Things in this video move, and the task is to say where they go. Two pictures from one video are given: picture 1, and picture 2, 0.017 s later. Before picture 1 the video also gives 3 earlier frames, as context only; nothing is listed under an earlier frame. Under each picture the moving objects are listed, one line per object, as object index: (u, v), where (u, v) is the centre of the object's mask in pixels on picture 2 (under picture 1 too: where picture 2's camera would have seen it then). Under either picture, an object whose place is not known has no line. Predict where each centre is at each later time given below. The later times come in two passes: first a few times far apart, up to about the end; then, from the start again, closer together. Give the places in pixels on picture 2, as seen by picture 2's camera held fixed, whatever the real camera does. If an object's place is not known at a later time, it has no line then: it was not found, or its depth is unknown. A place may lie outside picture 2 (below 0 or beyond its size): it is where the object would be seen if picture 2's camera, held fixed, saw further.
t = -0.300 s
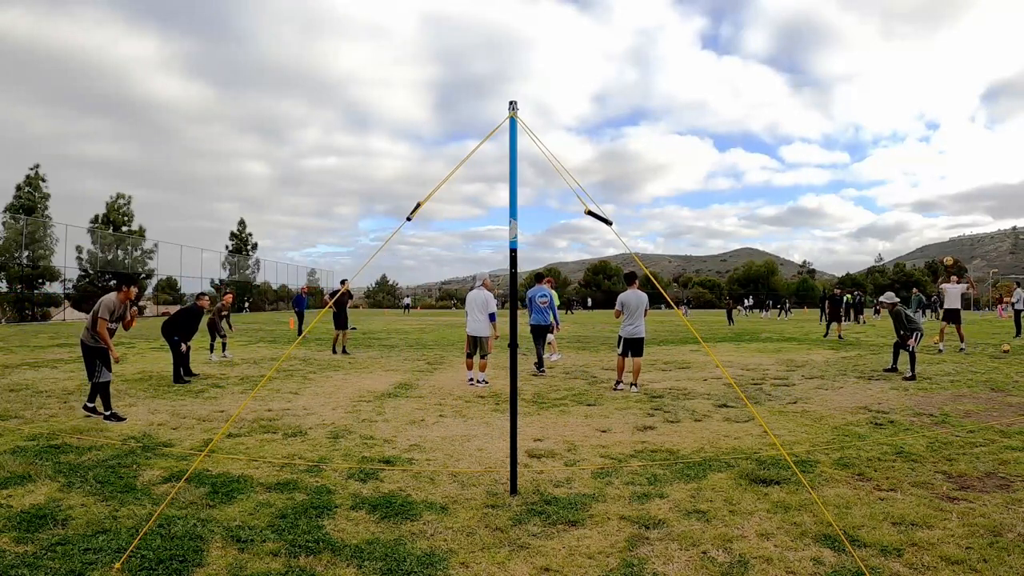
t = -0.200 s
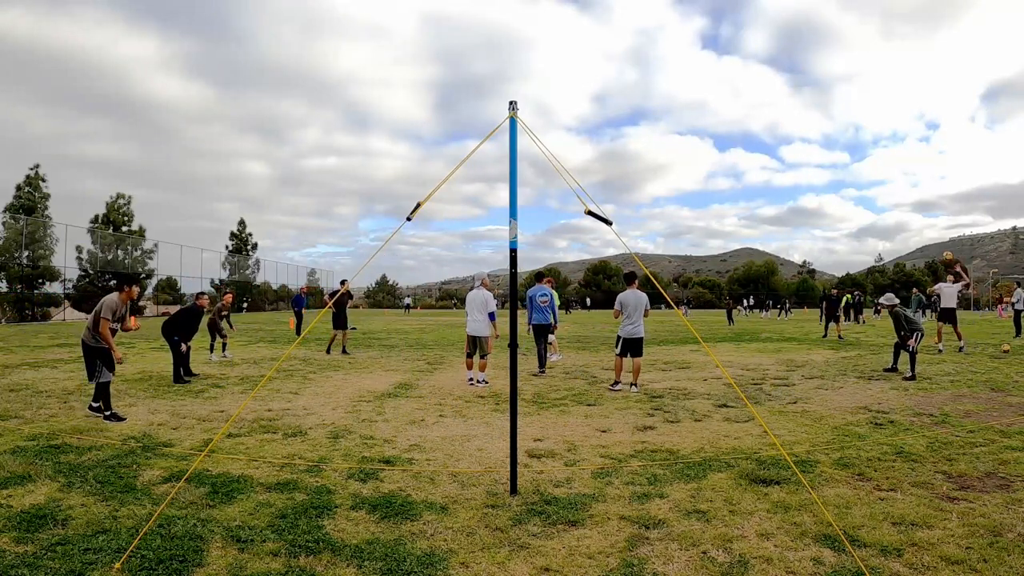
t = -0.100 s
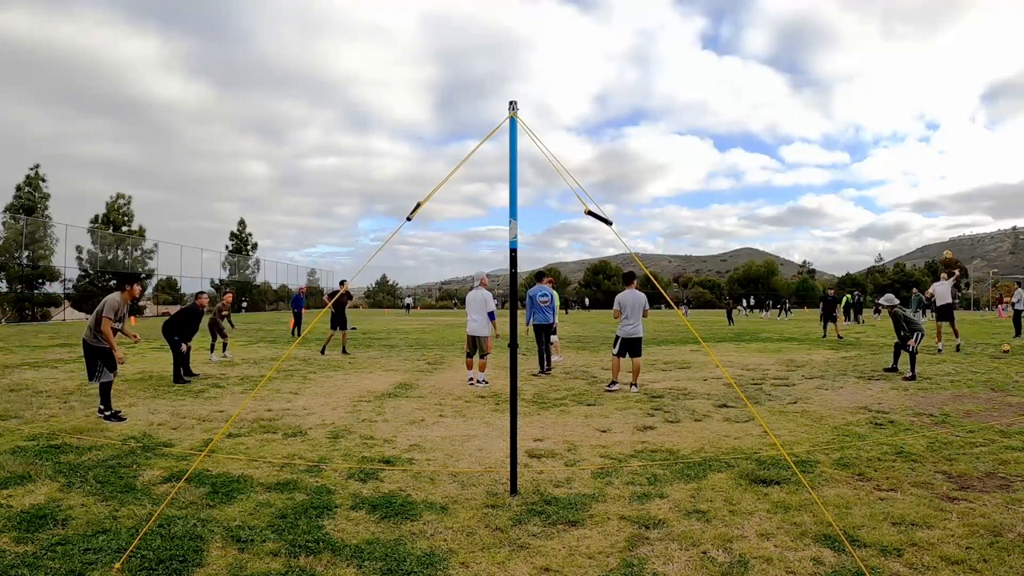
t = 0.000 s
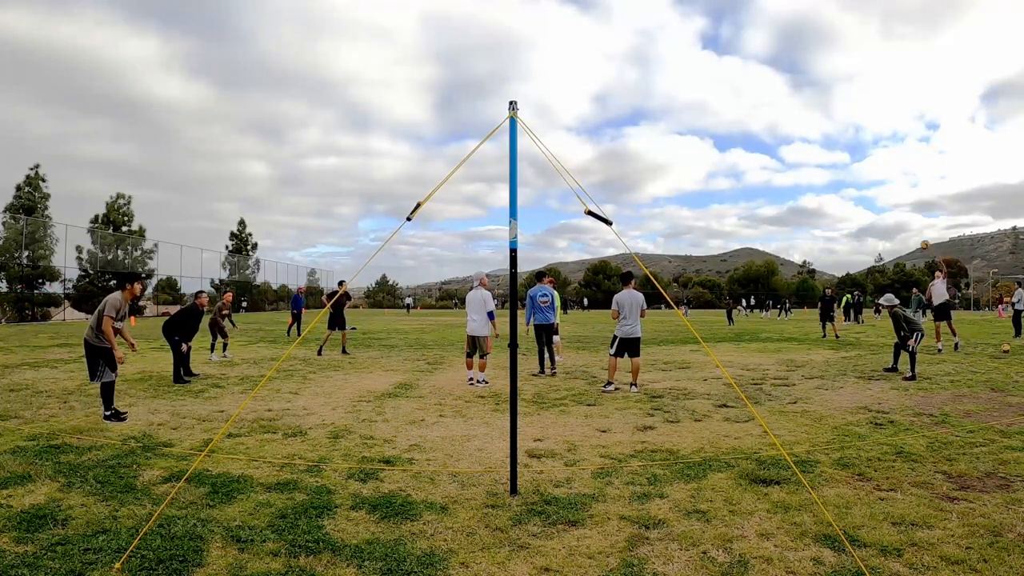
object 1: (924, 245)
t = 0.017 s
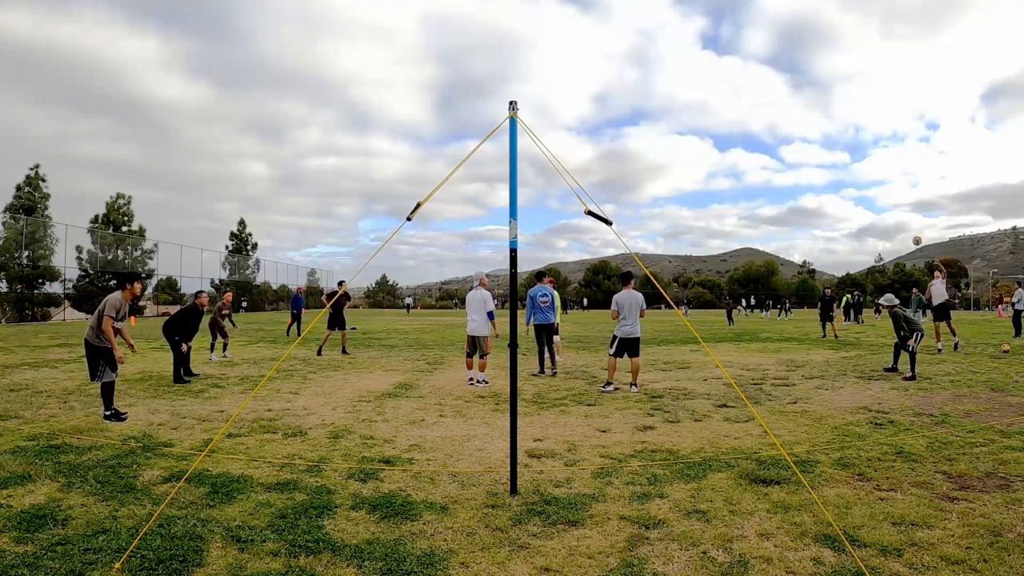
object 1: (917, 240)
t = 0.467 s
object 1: (647, 170)
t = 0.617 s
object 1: (548, 172)
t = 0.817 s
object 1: (424, 193)
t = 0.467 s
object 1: (647, 170)
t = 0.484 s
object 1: (636, 170)
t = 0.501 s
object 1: (625, 170)
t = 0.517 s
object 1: (614, 170)
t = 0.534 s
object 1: (603, 169)
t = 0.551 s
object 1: (592, 170)
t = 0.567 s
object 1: (581, 170)
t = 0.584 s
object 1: (570, 171)
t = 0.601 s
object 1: (559, 171)
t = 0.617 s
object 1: (548, 172)
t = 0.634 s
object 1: (537, 174)
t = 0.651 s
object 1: (527, 175)
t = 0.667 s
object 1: (519, 176)
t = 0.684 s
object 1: (505, 178)
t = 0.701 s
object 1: (495, 179)
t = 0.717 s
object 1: (485, 181)
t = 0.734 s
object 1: (474, 183)
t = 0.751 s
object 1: (465, 185)
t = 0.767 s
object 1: (454, 187)
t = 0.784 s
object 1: (444, 189)
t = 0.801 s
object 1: (435, 192)
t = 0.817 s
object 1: (424, 193)
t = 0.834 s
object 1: (416, 197)
